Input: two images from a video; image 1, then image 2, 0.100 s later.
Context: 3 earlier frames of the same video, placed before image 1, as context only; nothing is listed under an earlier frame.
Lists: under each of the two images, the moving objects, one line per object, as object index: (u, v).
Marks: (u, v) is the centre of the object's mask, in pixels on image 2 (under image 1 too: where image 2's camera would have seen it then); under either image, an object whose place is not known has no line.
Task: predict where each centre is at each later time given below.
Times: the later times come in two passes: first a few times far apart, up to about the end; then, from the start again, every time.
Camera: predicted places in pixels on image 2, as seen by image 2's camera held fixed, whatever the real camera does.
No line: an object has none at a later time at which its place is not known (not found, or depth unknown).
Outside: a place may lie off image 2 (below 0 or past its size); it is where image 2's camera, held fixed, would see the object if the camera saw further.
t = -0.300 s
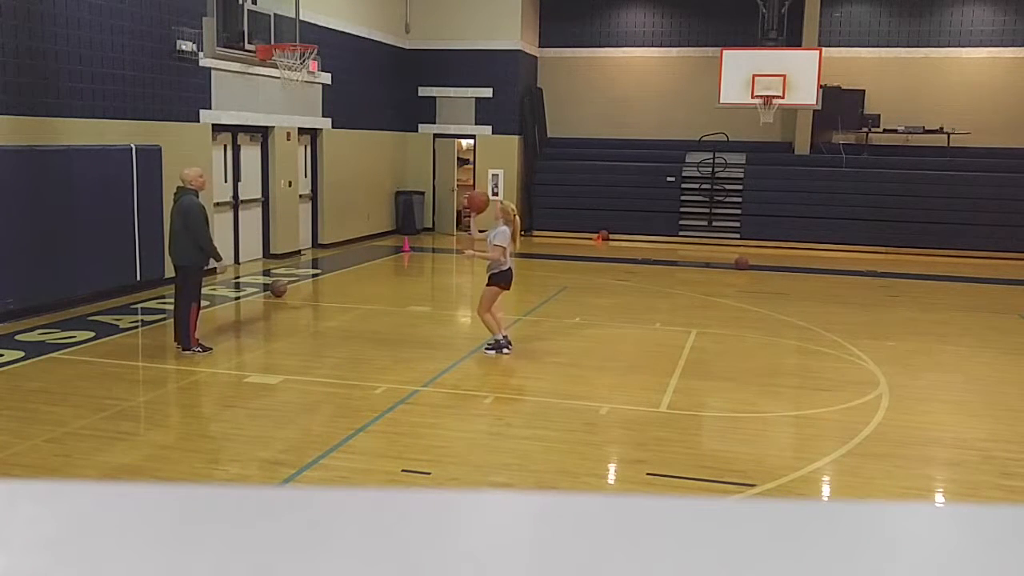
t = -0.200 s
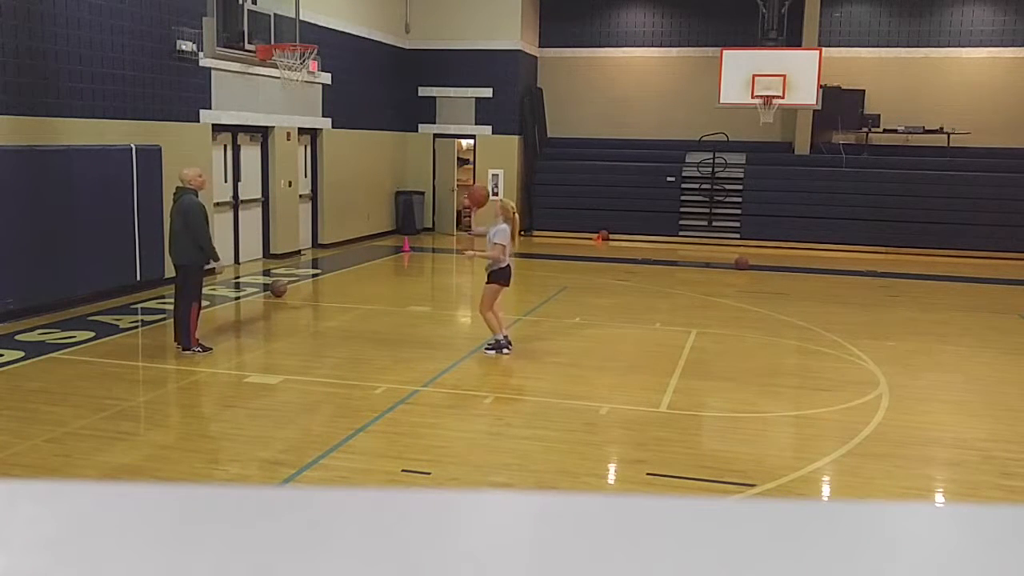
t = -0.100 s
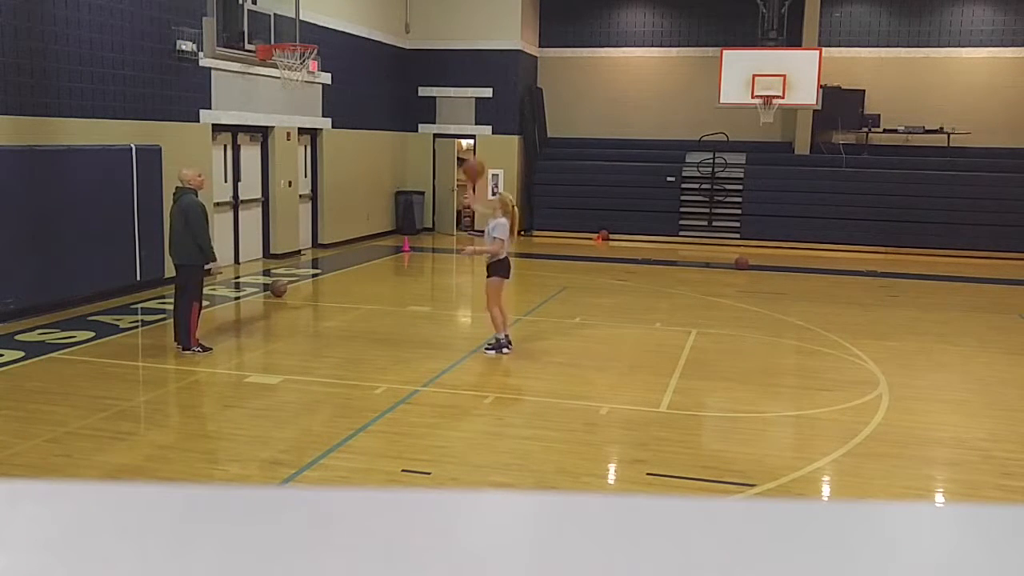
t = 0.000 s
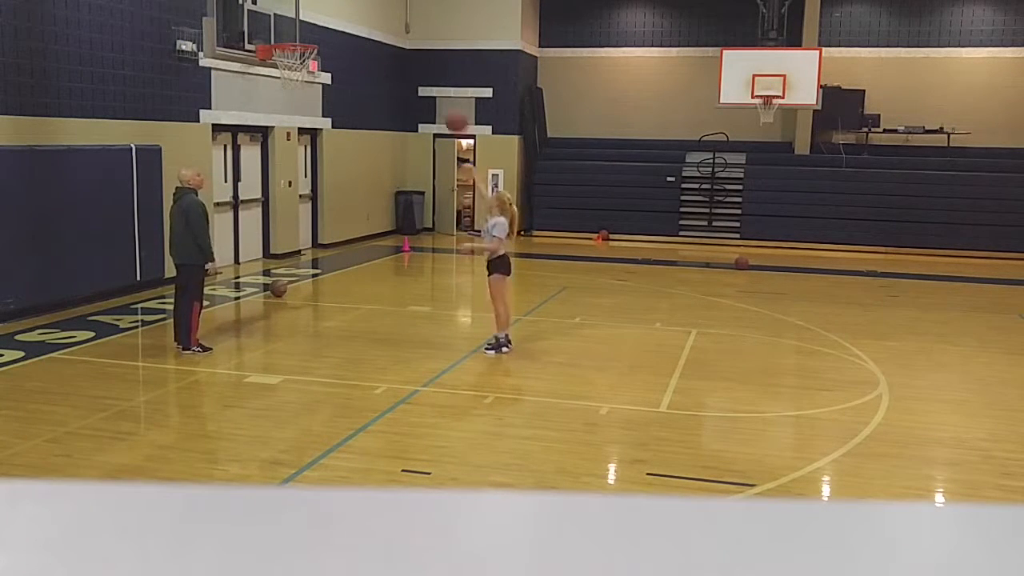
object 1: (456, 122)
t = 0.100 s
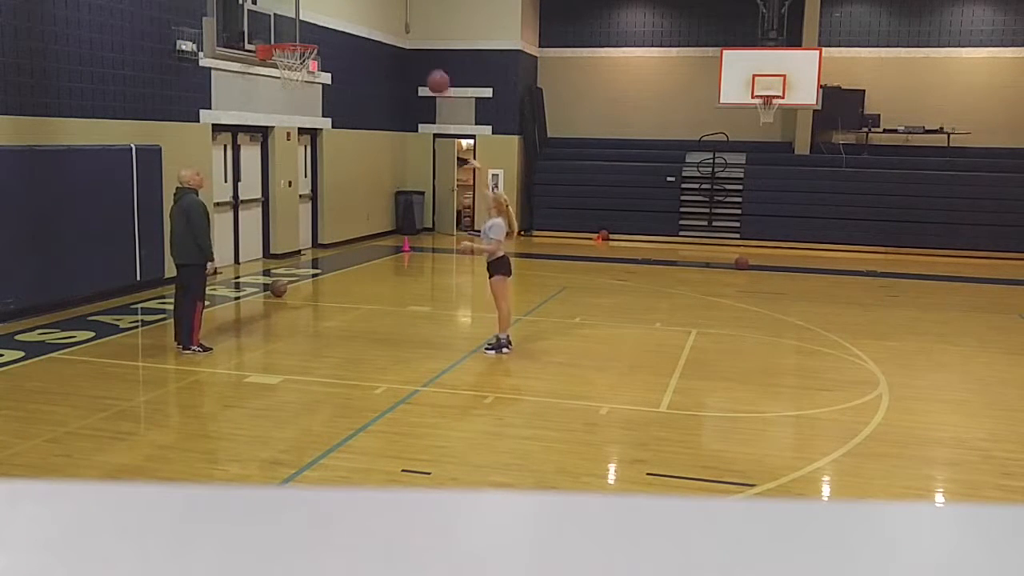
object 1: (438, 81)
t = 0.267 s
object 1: (407, 39)
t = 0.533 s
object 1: (357, 24)
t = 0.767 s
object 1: (316, 68)
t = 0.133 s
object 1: (432, 73)
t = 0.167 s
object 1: (426, 62)
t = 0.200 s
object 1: (420, 55)
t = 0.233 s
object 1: (414, 47)
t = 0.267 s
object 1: (407, 39)
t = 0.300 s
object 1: (401, 33)
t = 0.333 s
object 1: (395, 28)
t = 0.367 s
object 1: (388, 25)
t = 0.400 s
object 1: (382, 22)
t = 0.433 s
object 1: (376, 21)
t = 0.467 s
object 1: (370, 21)
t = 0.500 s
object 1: (364, 22)
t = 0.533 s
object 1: (357, 24)
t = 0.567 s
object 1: (352, 26)
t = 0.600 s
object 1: (346, 28)
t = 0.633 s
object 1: (341, 37)
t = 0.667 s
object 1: (334, 41)
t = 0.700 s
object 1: (328, 51)
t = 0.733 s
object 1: (323, 59)
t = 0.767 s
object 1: (316, 68)
